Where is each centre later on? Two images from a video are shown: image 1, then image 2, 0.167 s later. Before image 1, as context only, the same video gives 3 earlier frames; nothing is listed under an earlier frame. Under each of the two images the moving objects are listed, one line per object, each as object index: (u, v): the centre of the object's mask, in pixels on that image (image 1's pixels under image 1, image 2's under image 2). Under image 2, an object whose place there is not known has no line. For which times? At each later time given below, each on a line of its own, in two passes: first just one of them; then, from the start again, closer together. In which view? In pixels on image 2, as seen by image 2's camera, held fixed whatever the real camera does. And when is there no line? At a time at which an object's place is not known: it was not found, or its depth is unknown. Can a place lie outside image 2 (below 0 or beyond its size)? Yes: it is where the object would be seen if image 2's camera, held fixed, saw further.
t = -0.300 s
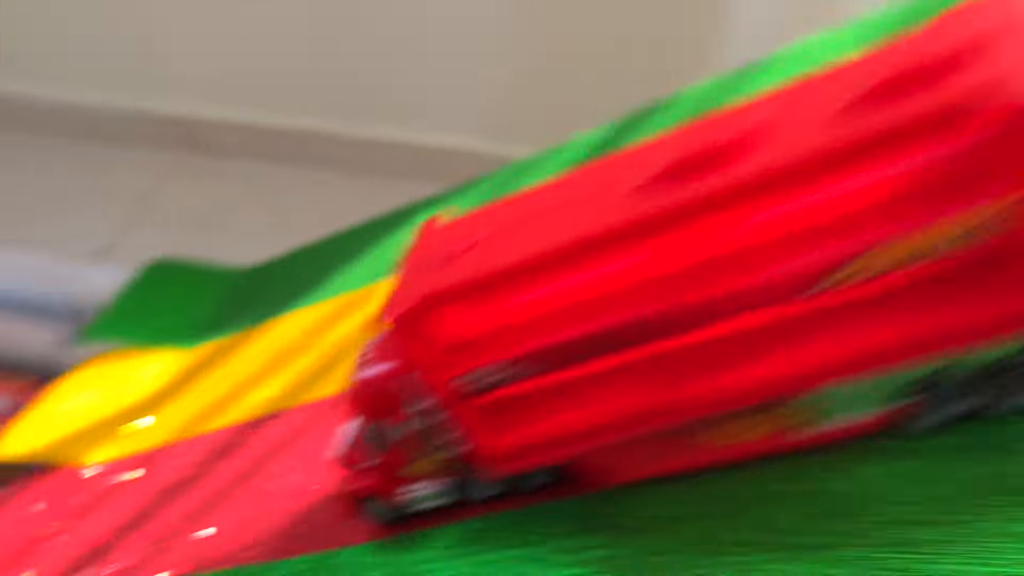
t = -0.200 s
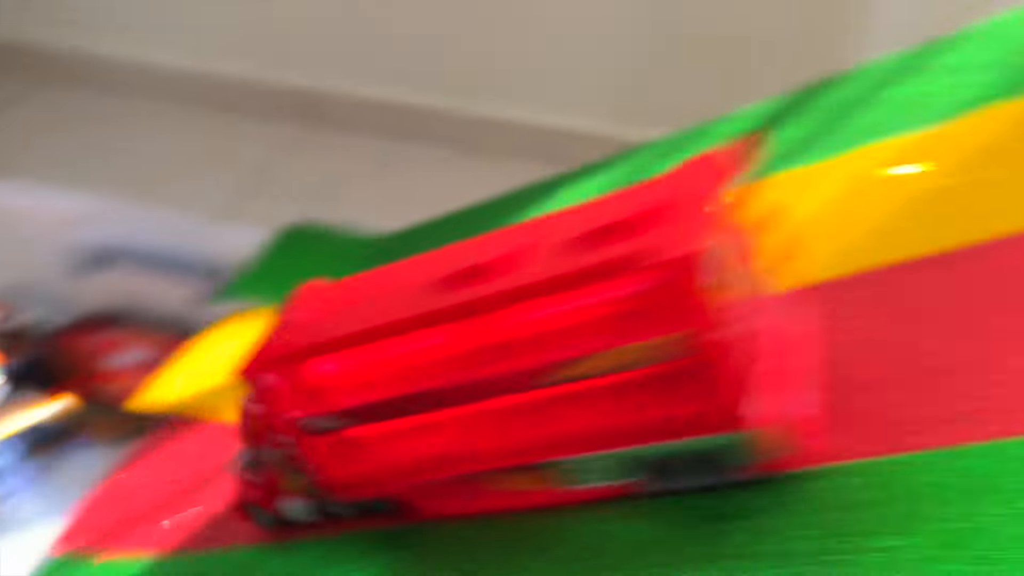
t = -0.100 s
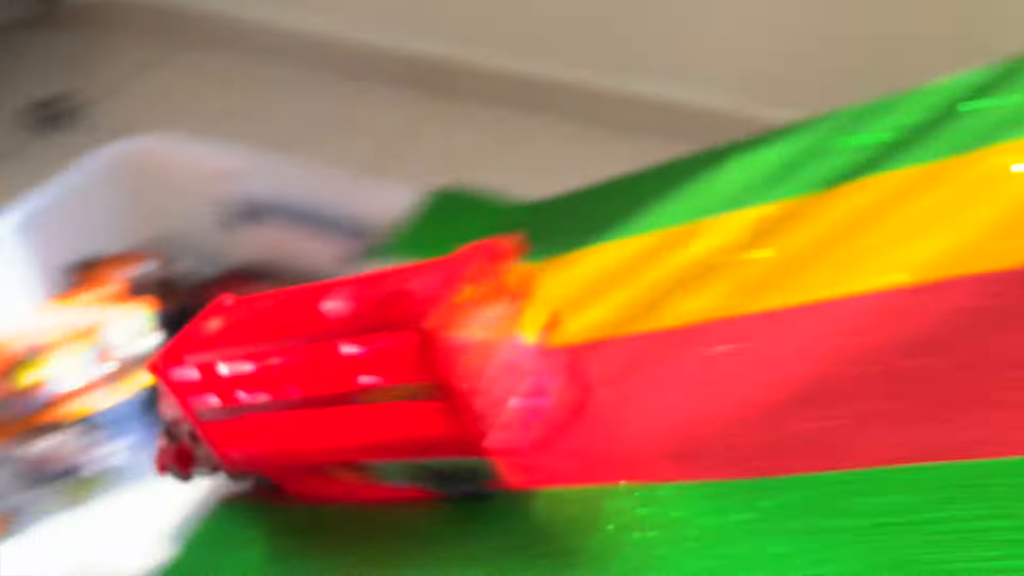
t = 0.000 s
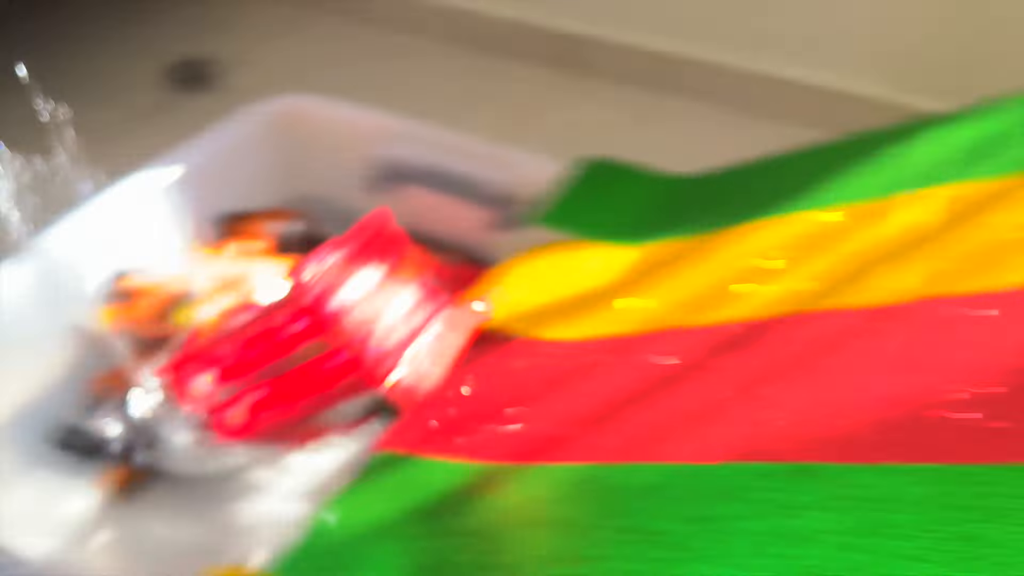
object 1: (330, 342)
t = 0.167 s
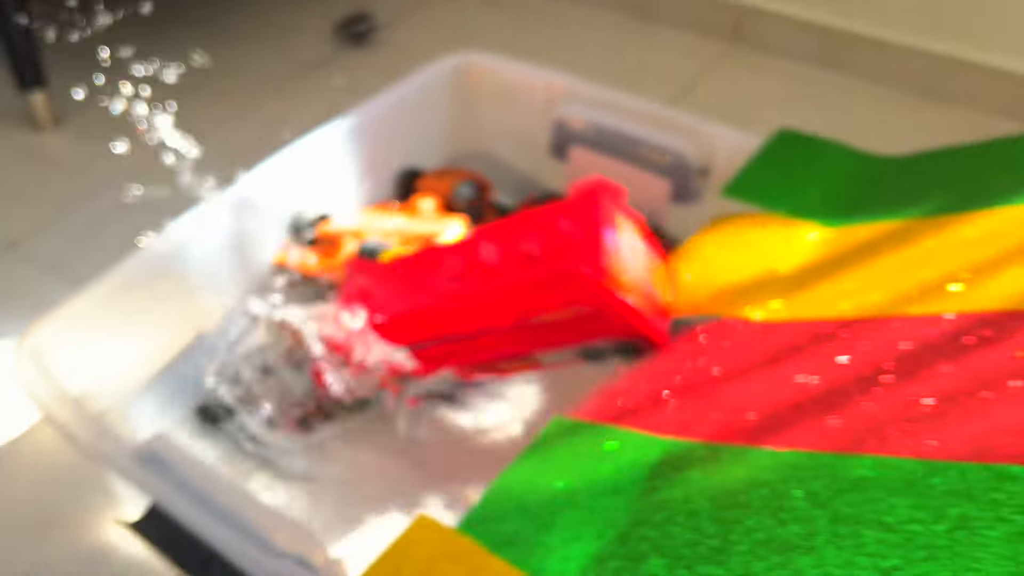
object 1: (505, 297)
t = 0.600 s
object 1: (505, 366)
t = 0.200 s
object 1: (534, 304)
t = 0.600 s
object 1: (505, 366)
